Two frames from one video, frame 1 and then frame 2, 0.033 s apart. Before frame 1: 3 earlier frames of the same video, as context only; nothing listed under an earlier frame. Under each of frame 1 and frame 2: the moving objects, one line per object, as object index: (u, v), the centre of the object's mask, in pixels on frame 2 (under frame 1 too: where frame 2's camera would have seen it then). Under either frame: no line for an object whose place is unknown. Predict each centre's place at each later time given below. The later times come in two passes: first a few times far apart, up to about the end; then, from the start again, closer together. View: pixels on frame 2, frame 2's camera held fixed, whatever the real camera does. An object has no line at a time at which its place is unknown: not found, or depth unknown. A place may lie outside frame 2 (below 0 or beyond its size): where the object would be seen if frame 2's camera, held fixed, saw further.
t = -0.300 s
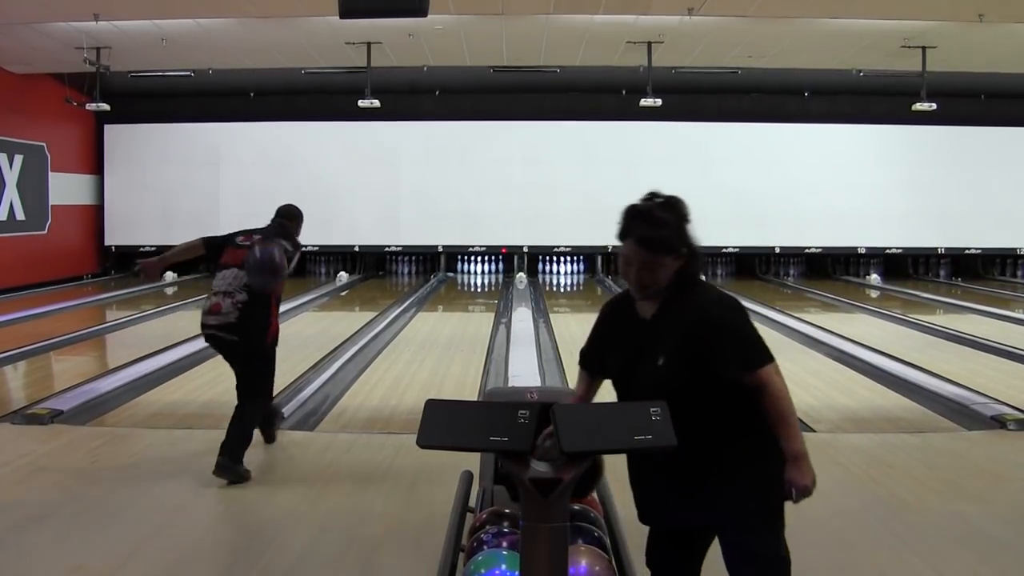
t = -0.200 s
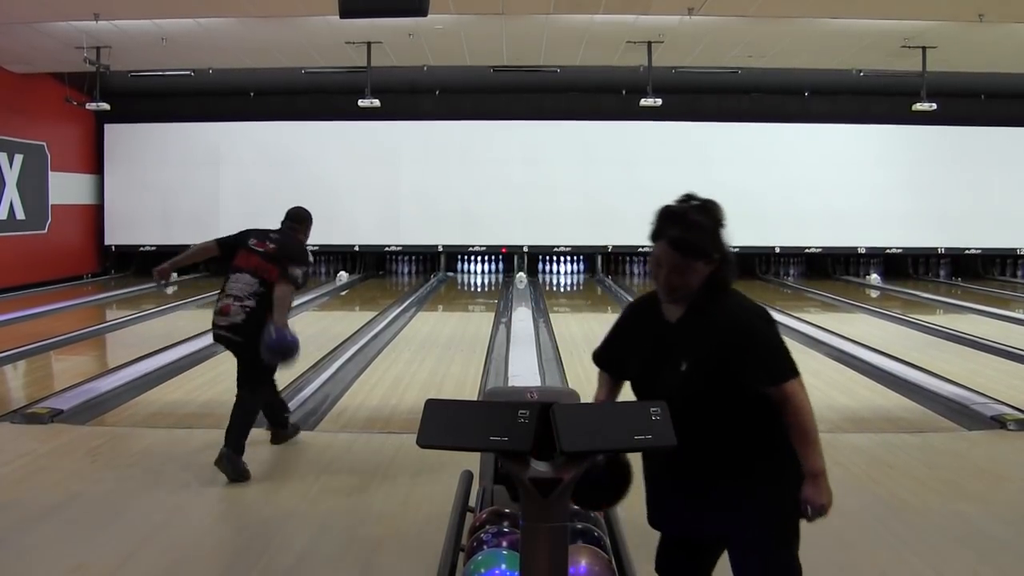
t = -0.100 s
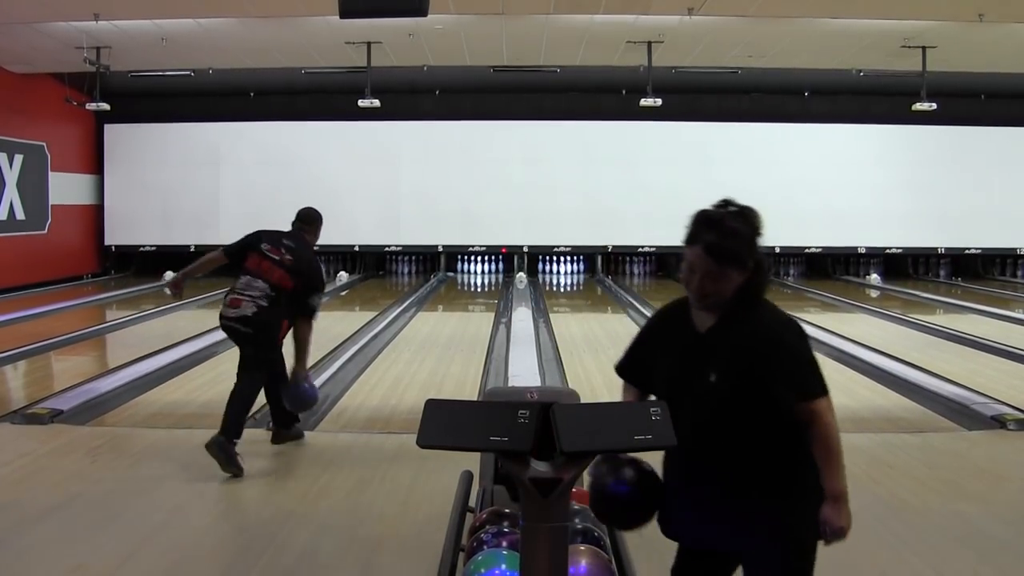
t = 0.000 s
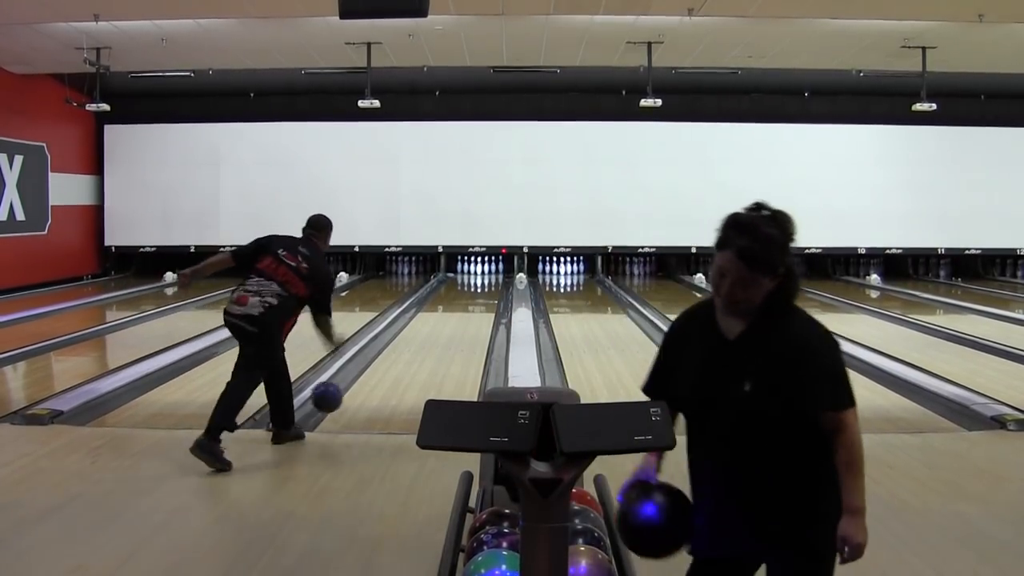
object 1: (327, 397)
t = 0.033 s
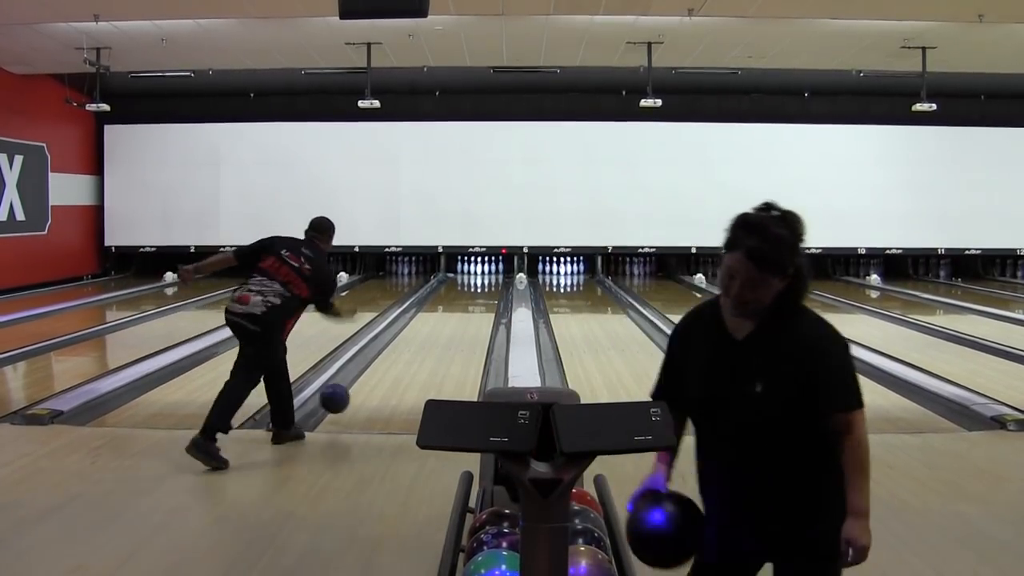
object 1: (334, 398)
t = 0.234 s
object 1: (370, 372)
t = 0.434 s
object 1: (396, 347)
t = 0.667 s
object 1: (418, 327)
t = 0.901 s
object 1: (435, 312)
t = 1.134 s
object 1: (448, 300)
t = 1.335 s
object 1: (457, 292)
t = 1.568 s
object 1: (467, 285)
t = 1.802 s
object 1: (476, 278)
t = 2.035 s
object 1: (485, 274)
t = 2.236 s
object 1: (491, 269)
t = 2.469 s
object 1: (505, 268)
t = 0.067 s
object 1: (341, 400)
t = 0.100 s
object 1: (348, 394)
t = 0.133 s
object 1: (354, 387)
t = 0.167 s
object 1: (360, 382)
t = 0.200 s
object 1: (365, 377)
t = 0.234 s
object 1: (370, 372)
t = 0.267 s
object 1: (375, 367)
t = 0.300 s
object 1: (380, 363)
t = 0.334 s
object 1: (385, 359)
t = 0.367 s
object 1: (389, 355)
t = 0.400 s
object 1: (392, 351)
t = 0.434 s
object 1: (396, 347)
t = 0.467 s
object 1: (400, 344)
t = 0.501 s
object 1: (403, 341)
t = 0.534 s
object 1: (406, 337)
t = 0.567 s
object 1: (410, 334)
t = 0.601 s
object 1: (413, 332)
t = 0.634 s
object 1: (415, 330)
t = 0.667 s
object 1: (418, 327)
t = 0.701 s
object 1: (421, 325)
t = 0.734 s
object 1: (424, 322)
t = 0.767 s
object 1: (426, 320)
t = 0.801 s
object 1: (428, 318)
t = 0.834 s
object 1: (431, 315)
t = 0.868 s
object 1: (433, 314)
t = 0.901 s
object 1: (435, 312)
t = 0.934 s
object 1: (437, 310)
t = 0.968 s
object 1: (439, 309)
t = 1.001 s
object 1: (441, 307)
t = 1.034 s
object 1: (443, 304)
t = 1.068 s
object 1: (445, 303)
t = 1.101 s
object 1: (446, 302)
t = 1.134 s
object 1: (448, 300)
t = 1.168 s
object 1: (450, 299)
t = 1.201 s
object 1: (450, 298)
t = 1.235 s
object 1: (452, 296)
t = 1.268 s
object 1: (455, 294)
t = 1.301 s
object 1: (456, 293)
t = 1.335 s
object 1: (457, 292)
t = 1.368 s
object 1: (459, 291)
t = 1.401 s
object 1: (461, 290)
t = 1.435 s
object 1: (462, 288)
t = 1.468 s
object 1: (464, 287)
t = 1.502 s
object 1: (465, 287)
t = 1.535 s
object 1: (466, 285)
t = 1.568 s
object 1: (467, 285)
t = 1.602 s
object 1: (468, 284)
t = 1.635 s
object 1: (469, 283)
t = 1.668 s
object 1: (470, 282)
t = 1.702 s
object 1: (472, 281)
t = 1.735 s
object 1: (473, 280)
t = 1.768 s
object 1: (474, 279)
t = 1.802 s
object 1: (476, 278)
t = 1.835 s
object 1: (477, 277)
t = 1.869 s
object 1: (479, 277)
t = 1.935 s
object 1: (480, 276)
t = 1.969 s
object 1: (481, 275)
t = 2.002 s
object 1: (483, 274)
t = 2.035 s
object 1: (485, 274)
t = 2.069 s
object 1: (485, 274)
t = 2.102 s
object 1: (486, 274)
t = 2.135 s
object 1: (487, 272)
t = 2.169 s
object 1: (488, 271)
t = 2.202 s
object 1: (489, 270)
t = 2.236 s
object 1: (491, 269)
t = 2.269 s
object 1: (492, 269)
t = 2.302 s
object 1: (492, 269)
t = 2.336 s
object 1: (496, 268)
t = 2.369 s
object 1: (498, 268)
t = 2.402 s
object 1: (500, 268)
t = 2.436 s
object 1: (502, 268)
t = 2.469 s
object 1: (505, 268)
